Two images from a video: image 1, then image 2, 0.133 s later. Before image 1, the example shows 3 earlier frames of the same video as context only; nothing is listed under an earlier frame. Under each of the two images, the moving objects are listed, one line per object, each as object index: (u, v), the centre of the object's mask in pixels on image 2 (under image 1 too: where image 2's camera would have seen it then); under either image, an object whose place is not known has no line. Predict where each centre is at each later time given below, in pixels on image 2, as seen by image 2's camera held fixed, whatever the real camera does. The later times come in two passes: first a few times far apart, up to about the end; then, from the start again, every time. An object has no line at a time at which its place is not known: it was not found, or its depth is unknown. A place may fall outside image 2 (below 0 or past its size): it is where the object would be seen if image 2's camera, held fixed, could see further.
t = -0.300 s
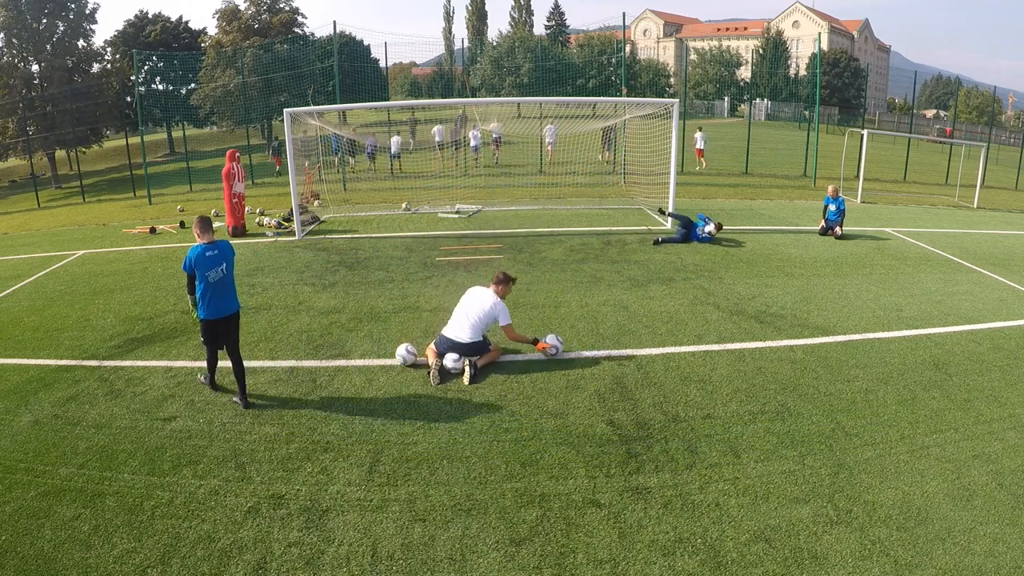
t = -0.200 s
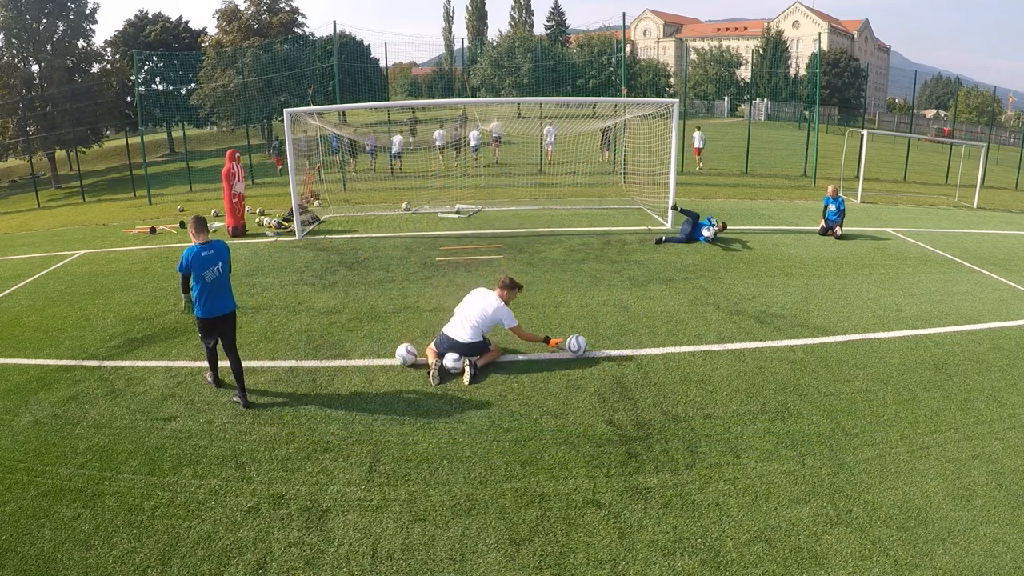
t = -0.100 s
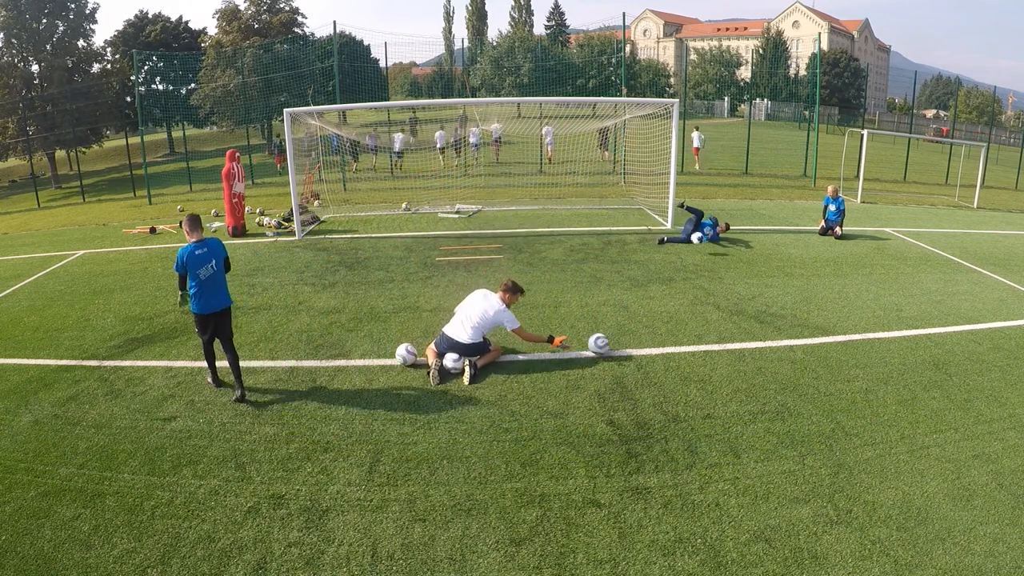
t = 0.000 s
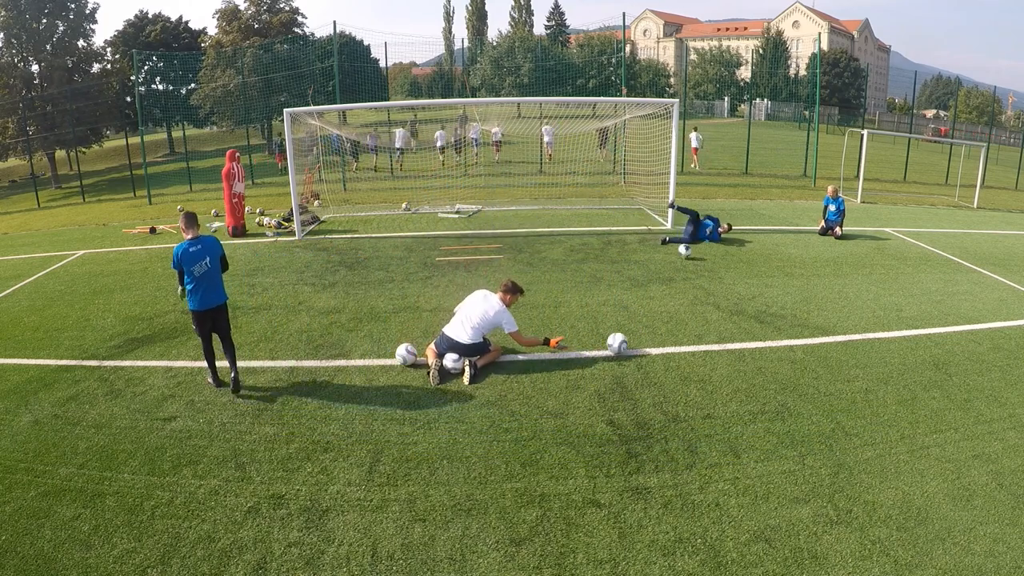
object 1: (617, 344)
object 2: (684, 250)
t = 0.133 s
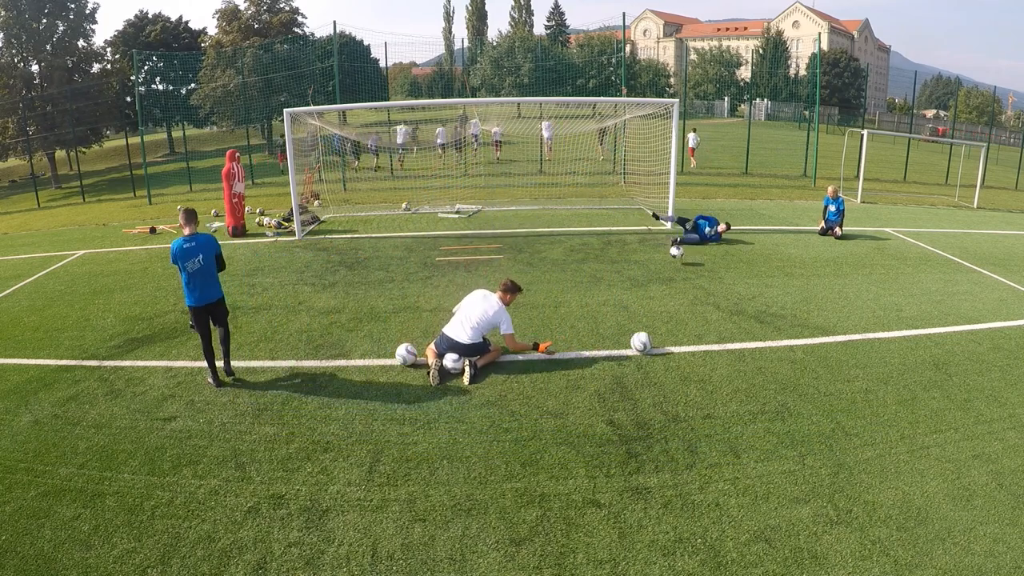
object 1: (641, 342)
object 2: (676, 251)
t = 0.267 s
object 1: (664, 341)
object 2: (670, 258)
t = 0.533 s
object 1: (704, 339)
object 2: (652, 270)
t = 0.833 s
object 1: (745, 336)
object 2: (631, 285)
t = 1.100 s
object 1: (776, 334)
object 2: (611, 299)
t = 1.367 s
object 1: (803, 333)
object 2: (591, 313)
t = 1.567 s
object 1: (821, 332)
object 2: (575, 323)
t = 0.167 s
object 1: (646, 341)
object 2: (674, 252)
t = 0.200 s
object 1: (652, 342)
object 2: (673, 254)
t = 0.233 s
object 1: (658, 342)
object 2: (671, 256)
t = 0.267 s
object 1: (664, 341)
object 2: (670, 258)
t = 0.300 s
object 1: (668, 340)
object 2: (668, 262)
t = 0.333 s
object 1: (674, 340)
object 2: (666, 265)
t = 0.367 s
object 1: (680, 340)
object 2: (664, 264)
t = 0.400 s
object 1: (684, 340)
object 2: (661, 264)
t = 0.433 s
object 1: (690, 340)
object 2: (659, 265)
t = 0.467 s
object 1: (694, 339)
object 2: (657, 266)
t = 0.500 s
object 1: (699, 339)
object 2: (655, 267)
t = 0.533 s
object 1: (704, 339)
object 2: (652, 270)
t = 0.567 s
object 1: (709, 338)
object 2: (650, 274)
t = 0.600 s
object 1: (714, 338)
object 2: (647, 275)
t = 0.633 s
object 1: (718, 337)
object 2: (645, 276)
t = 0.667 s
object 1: (723, 337)
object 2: (643, 277)
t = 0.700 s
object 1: (727, 337)
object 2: (641, 279)
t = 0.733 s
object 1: (732, 337)
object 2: (638, 281)
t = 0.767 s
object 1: (736, 337)
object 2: (636, 282)
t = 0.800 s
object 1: (740, 336)
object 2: (633, 283)
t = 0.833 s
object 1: (745, 336)
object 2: (631, 285)
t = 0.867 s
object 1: (749, 335)
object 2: (628, 287)
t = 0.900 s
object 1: (753, 336)
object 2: (626, 288)
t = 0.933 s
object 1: (757, 335)
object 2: (624, 290)
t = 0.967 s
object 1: (761, 335)
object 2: (621, 292)
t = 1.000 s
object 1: (765, 334)
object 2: (619, 294)
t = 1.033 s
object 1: (768, 335)
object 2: (616, 295)
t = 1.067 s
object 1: (772, 334)
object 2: (613, 297)
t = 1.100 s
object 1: (776, 334)
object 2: (611, 299)
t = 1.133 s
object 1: (779, 334)
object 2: (609, 301)
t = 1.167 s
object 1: (783, 334)
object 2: (606, 302)
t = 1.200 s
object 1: (786, 334)
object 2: (605, 304)
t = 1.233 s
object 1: (790, 333)
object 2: (602, 306)
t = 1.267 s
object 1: (793, 333)
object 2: (598, 307)
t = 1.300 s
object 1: (797, 333)
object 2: (596, 309)
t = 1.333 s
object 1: (800, 333)
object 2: (594, 311)
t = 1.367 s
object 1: (803, 333)
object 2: (591, 313)
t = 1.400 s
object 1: (806, 332)
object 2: (588, 314)
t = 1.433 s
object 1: (809, 332)
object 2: (585, 316)
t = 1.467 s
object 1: (812, 332)
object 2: (583, 318)
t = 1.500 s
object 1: (815, 332)
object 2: (580, 320)
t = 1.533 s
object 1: (818, 332)
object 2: (578, 321)
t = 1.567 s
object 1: (821, 332)
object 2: (575, 323)
